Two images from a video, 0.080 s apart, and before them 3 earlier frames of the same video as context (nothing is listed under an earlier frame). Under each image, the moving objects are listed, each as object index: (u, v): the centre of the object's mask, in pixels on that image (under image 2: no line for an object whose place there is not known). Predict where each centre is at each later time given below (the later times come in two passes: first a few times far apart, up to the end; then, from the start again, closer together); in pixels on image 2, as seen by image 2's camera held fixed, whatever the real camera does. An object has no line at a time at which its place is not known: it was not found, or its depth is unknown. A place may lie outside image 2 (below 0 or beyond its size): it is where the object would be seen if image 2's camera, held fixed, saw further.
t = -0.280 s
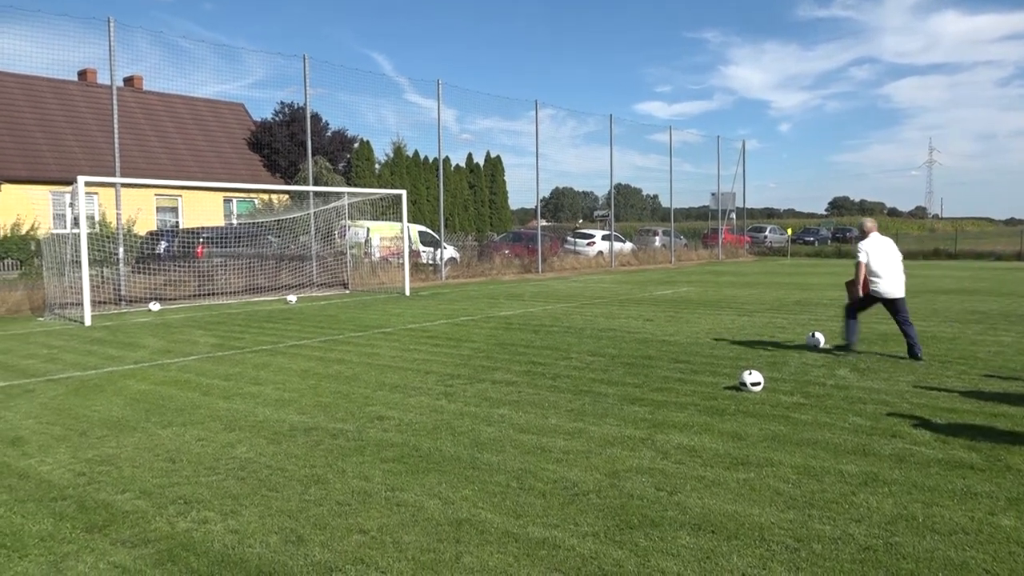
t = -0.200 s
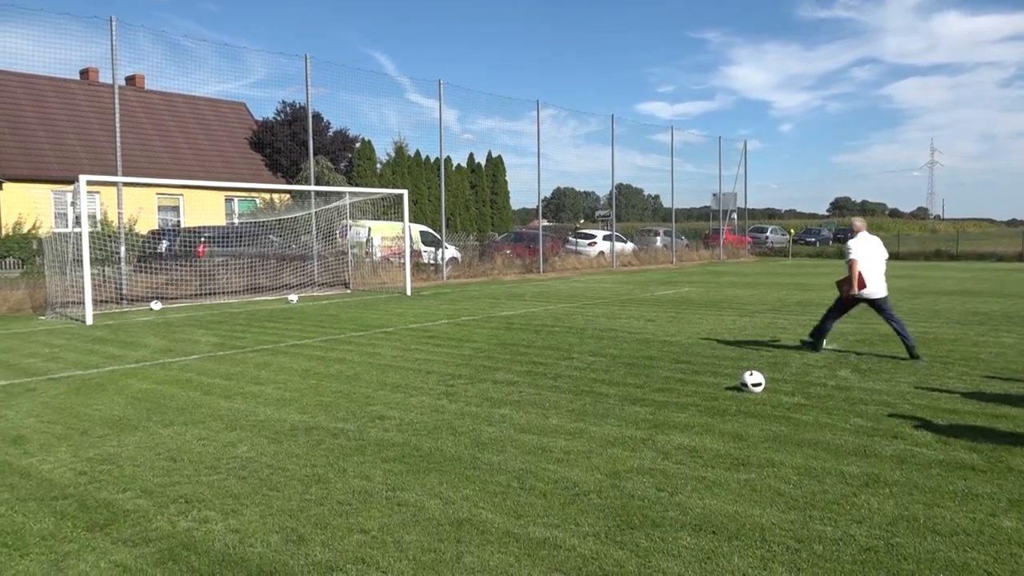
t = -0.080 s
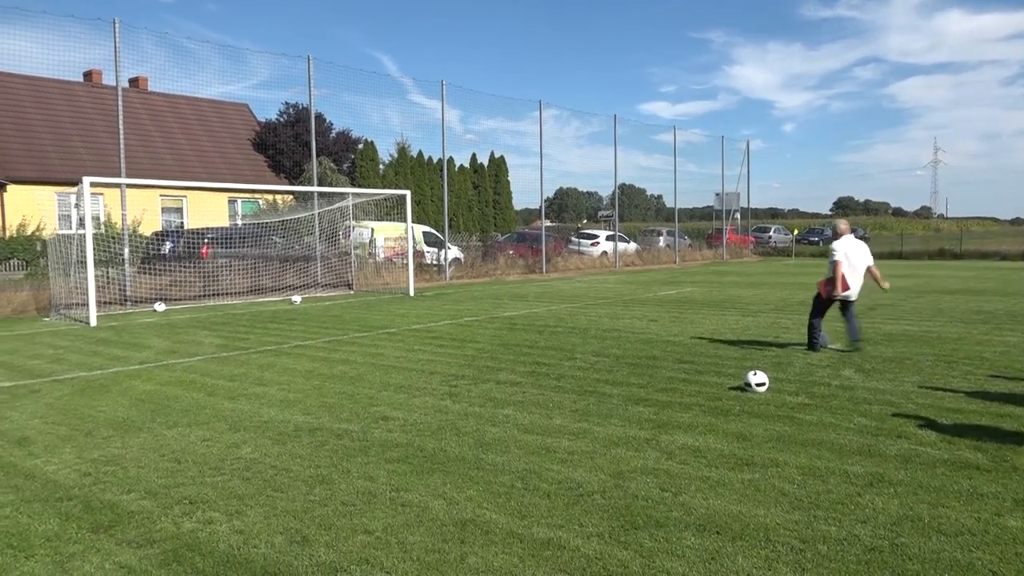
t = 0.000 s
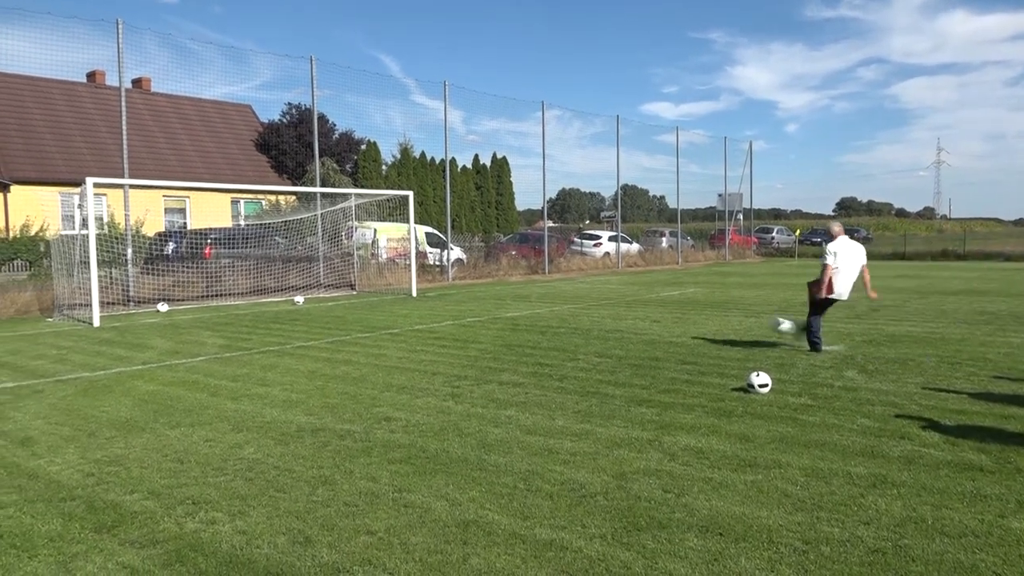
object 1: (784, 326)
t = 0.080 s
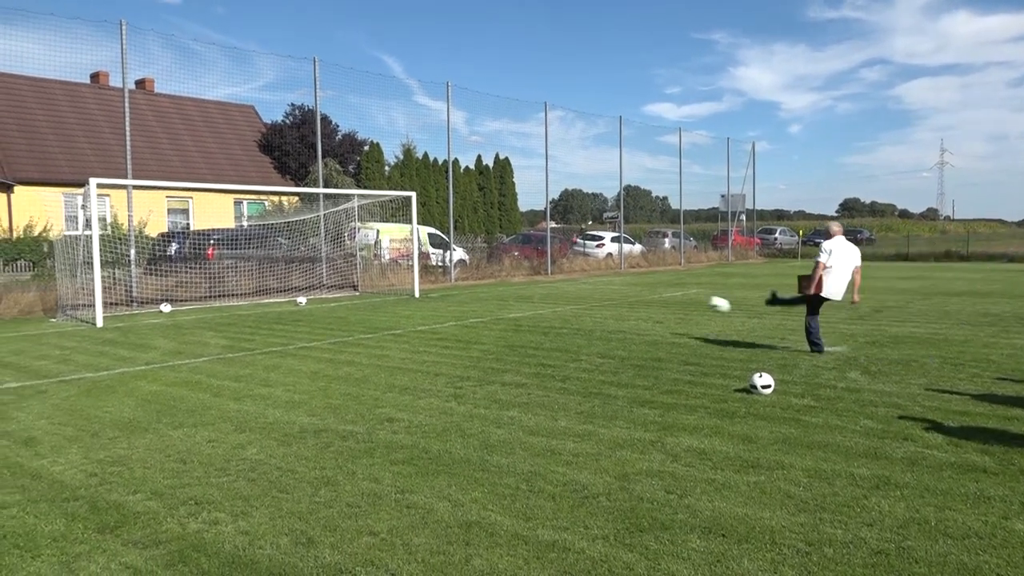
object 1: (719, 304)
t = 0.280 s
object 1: (587, 276)
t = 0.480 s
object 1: (485, 275)
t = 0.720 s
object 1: (387, 297)
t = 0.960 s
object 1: (331, 287)
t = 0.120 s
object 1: (689, 295)
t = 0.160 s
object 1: (662, 289)
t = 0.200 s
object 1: (636, 283)
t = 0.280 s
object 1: (587, 276)
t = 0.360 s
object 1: (543, 273)
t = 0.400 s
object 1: (523, 273)
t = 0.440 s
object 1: (503, 274)
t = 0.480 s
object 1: (485, 275)
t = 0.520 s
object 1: (467, 277)
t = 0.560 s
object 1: (450, 280)
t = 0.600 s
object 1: (434, 284)
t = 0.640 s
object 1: (418, 288)
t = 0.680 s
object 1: (402, 292)
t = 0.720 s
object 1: (387, 297)
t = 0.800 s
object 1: (363, 300)
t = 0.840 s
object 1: (355, 295)
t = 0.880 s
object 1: (347, 291)
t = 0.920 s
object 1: (339, 289)
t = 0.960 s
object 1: (331, 287)
